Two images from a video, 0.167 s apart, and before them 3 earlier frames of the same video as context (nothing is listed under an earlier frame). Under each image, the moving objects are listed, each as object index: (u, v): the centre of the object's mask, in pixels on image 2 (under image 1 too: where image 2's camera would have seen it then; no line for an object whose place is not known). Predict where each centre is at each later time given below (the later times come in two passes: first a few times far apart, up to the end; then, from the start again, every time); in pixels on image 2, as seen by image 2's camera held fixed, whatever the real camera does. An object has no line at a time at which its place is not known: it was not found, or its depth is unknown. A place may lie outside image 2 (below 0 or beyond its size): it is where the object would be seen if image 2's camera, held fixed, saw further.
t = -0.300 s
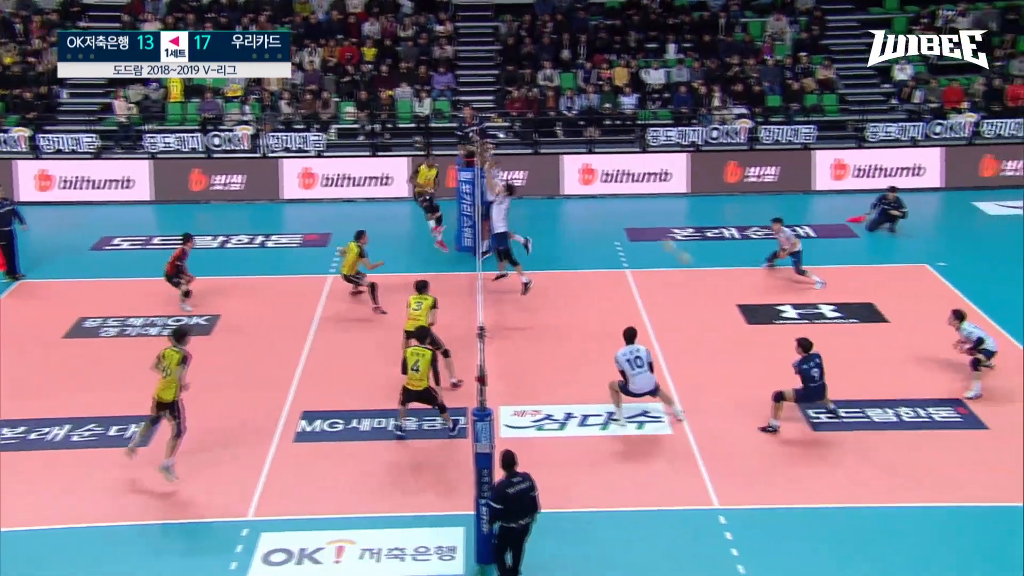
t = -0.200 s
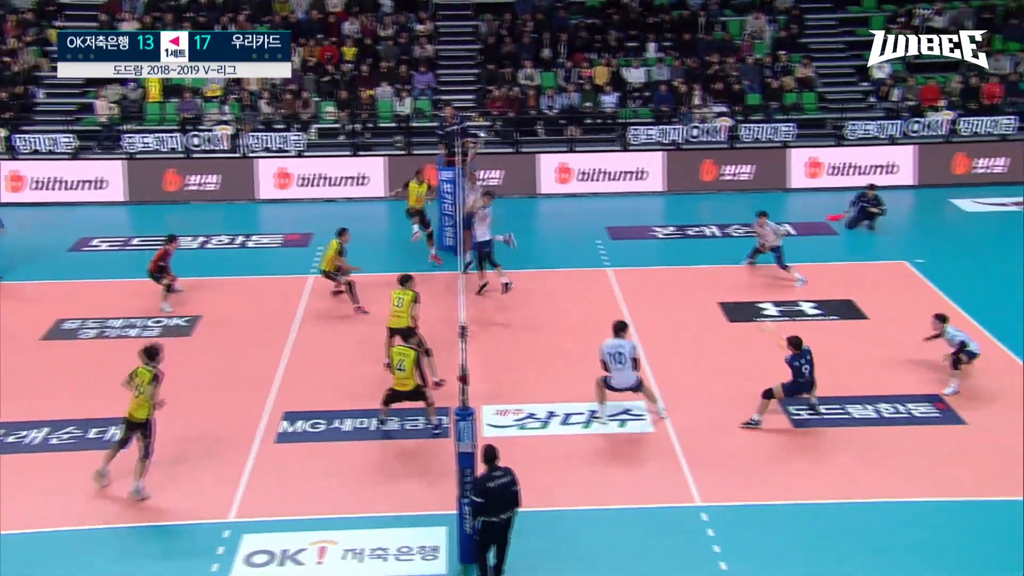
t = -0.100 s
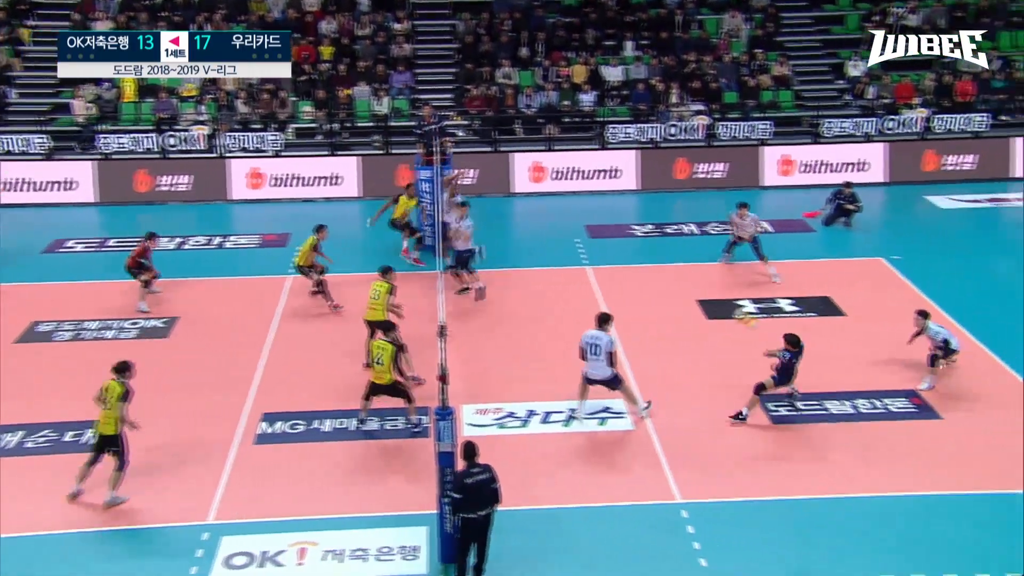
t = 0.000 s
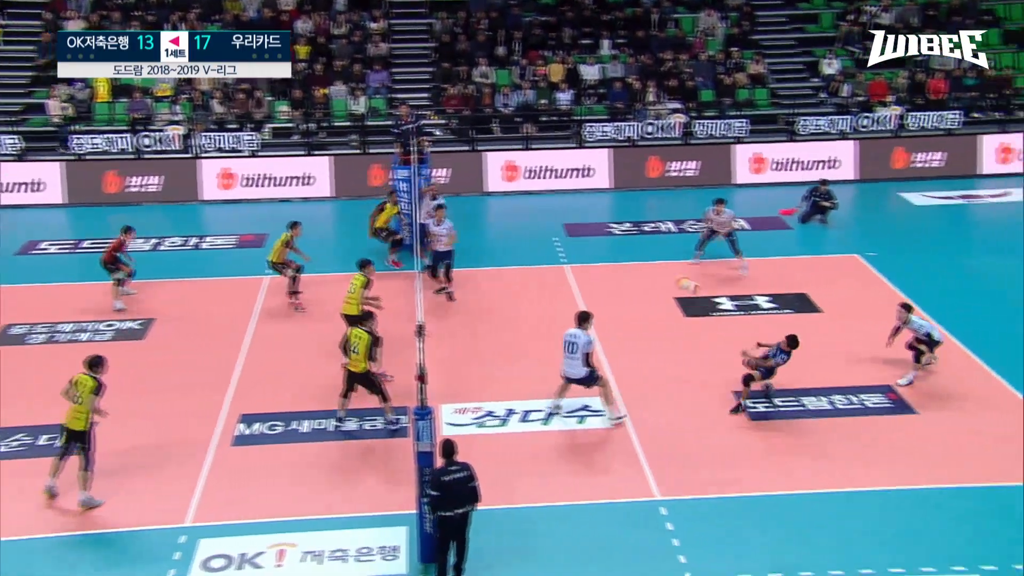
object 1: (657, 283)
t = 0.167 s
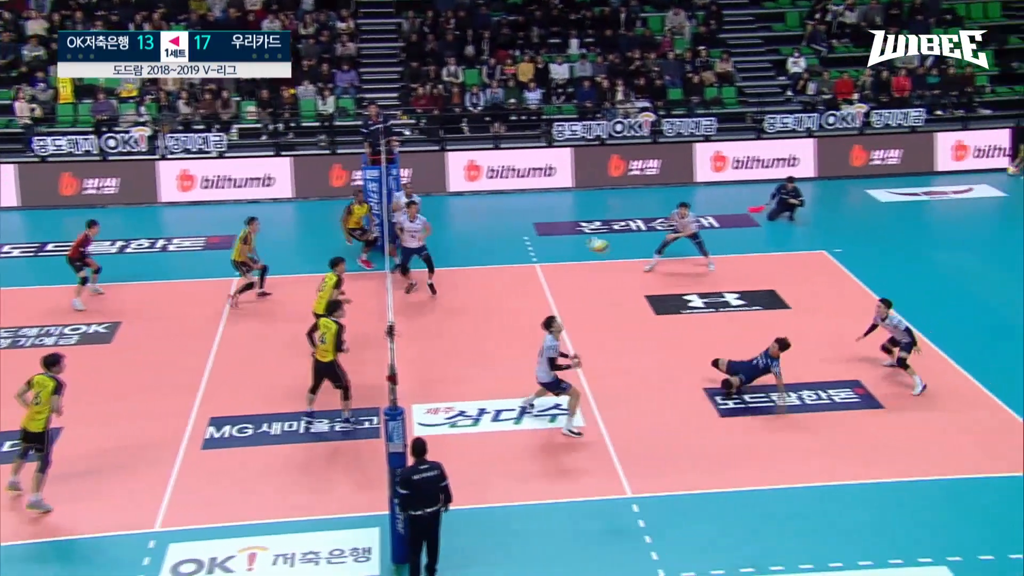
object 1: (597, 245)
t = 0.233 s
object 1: (573, 235)
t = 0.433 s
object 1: (499, 223)
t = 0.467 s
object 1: (485, 224)
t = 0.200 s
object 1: (585, 240)
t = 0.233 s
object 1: (573, 235)
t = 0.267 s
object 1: (560, 230)
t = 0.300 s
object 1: (548, 228)
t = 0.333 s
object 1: (536, 225)
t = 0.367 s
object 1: (524, 224)
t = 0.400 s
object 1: (510, 223)
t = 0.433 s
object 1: (499, 223)
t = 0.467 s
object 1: (485, 224)
